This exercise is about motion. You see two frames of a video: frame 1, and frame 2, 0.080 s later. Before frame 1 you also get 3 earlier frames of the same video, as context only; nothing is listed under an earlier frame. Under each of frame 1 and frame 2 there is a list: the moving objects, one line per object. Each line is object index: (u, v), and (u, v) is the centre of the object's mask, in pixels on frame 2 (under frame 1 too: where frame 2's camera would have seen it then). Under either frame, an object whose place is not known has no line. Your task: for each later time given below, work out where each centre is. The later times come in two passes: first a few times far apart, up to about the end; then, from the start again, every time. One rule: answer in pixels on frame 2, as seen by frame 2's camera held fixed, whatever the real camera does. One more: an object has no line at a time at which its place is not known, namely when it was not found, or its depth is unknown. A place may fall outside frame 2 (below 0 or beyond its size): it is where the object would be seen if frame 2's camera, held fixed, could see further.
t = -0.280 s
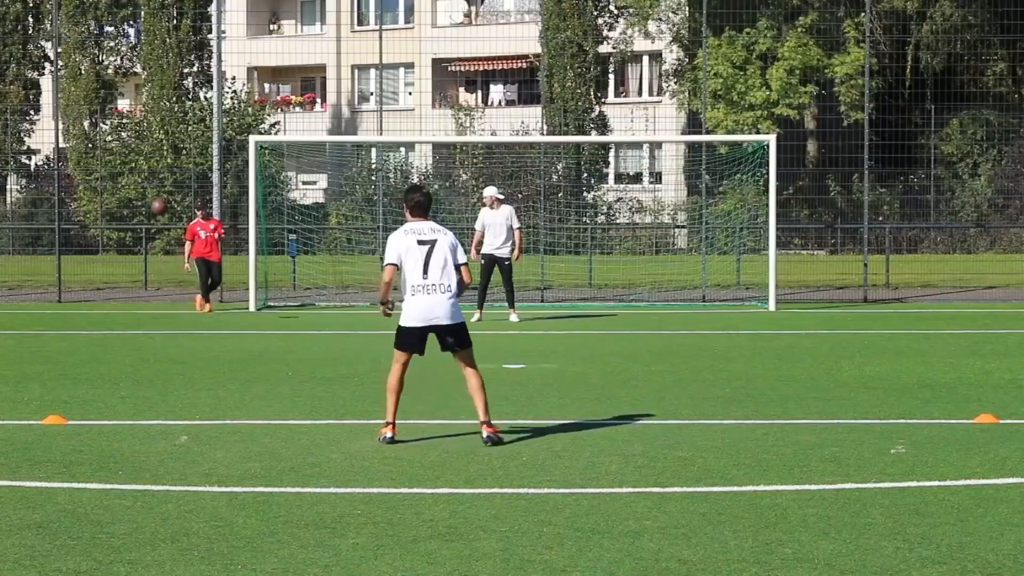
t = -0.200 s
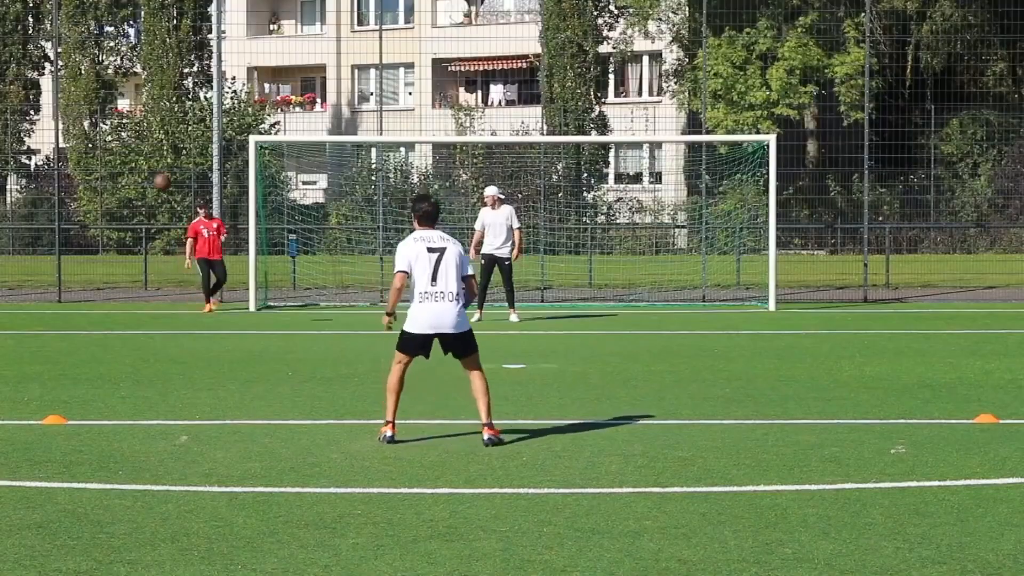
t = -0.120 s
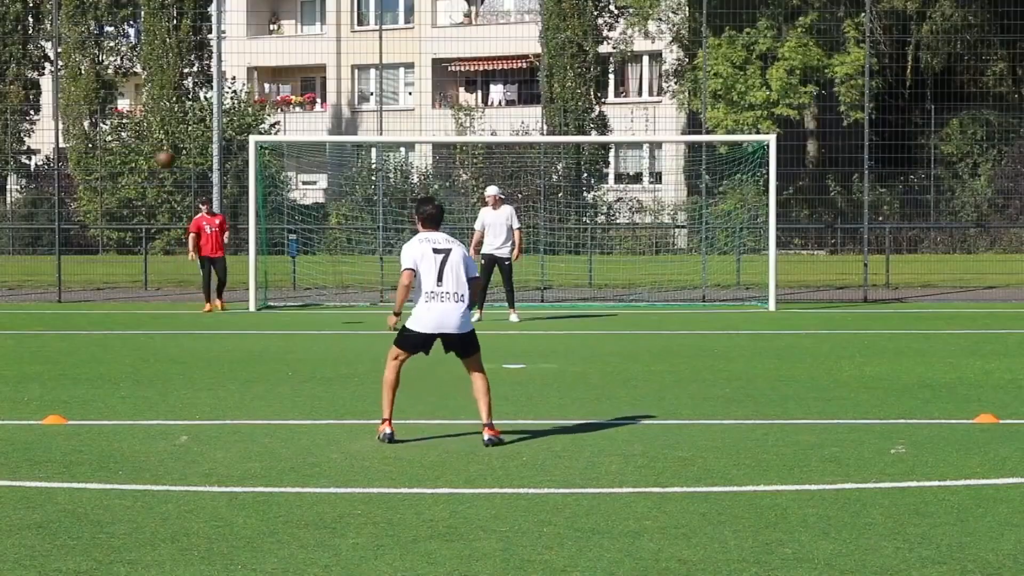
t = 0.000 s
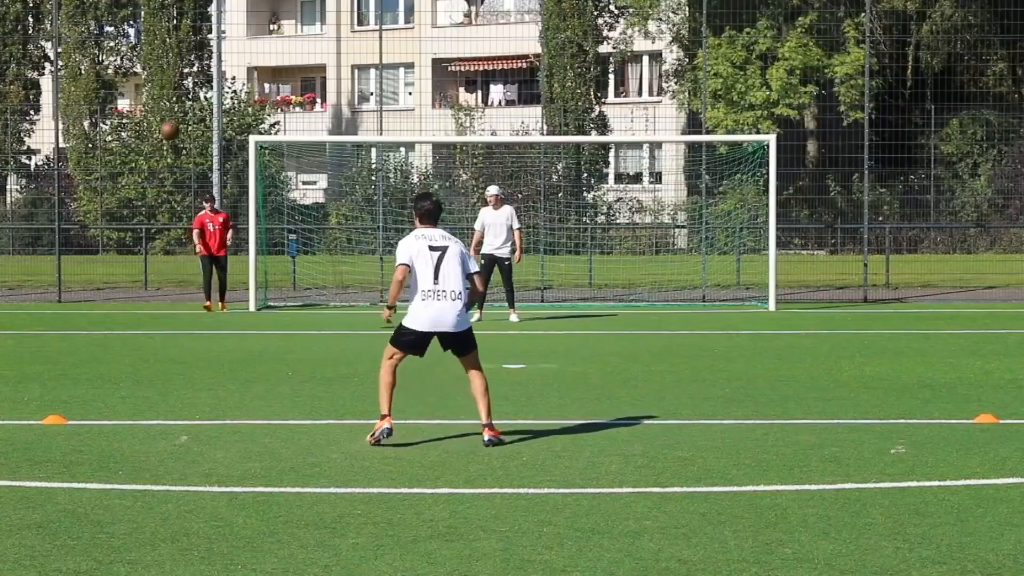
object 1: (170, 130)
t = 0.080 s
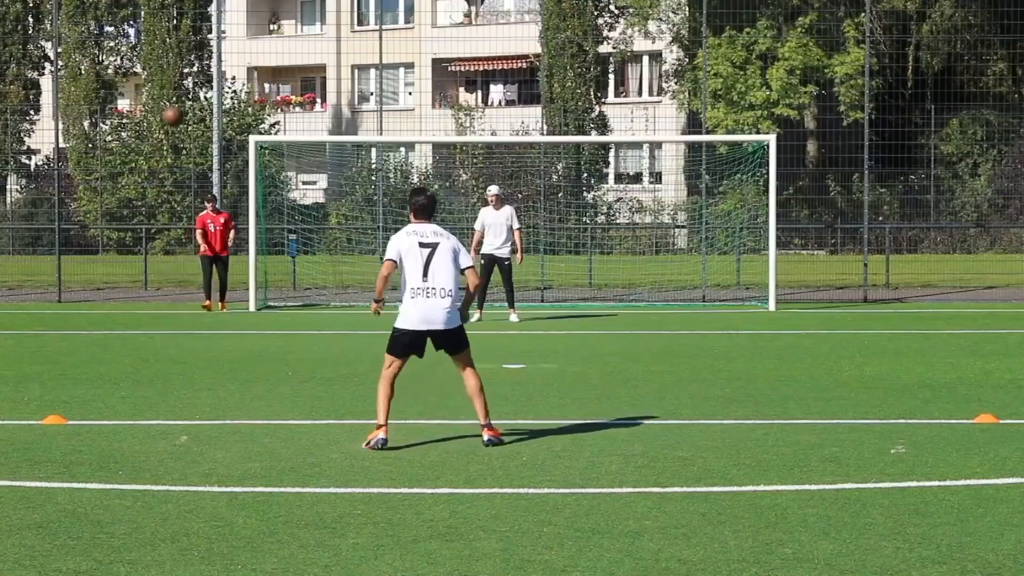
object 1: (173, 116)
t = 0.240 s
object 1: (183, 97)
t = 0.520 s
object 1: (208, 120)
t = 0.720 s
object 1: (235, 190)
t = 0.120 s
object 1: (175, 110)
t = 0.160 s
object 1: (178, 105)
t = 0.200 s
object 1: (180, 101)
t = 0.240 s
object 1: (183, 97)
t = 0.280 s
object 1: (186, 96)
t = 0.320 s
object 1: (188, 96)
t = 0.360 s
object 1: (191, 98)
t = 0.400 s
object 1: (195, 100)
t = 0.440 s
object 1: (200, 105)
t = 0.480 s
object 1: (204, 111)
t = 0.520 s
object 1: (208, 120)
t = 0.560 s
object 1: (213, 129)
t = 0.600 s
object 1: (217, 141)
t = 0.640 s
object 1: (223, 155)
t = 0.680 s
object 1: (229, 171)
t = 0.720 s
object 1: (235, 190)
